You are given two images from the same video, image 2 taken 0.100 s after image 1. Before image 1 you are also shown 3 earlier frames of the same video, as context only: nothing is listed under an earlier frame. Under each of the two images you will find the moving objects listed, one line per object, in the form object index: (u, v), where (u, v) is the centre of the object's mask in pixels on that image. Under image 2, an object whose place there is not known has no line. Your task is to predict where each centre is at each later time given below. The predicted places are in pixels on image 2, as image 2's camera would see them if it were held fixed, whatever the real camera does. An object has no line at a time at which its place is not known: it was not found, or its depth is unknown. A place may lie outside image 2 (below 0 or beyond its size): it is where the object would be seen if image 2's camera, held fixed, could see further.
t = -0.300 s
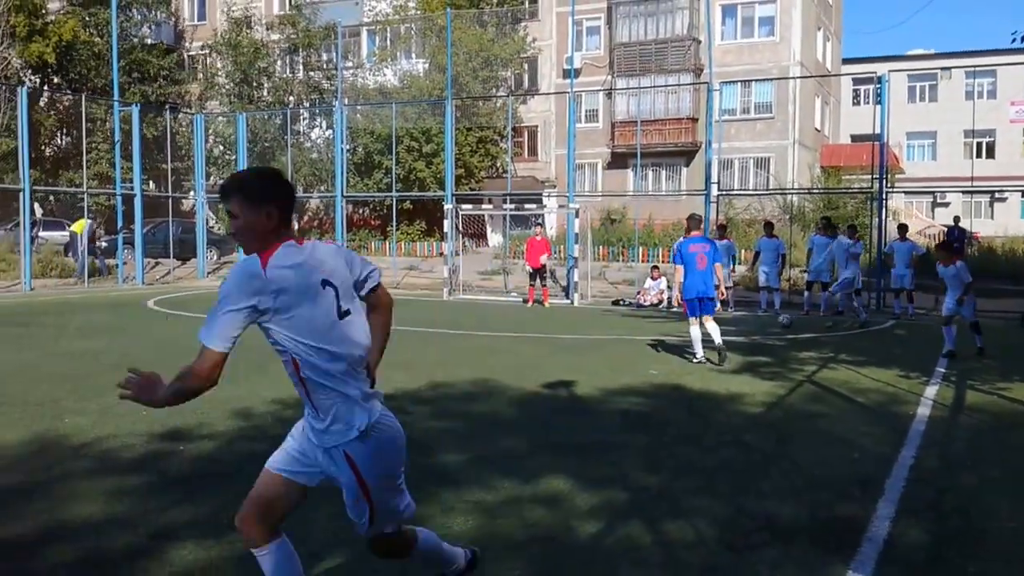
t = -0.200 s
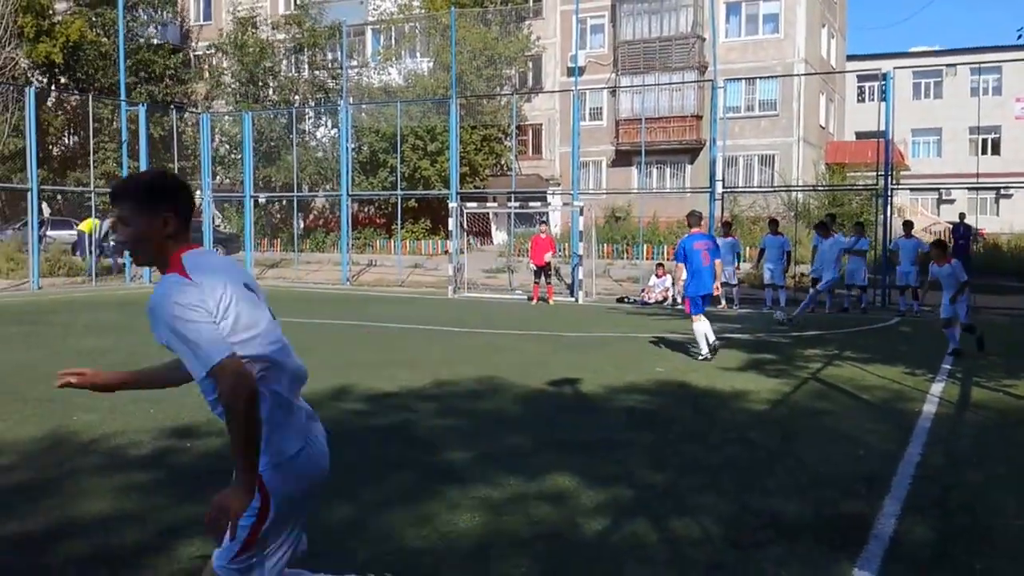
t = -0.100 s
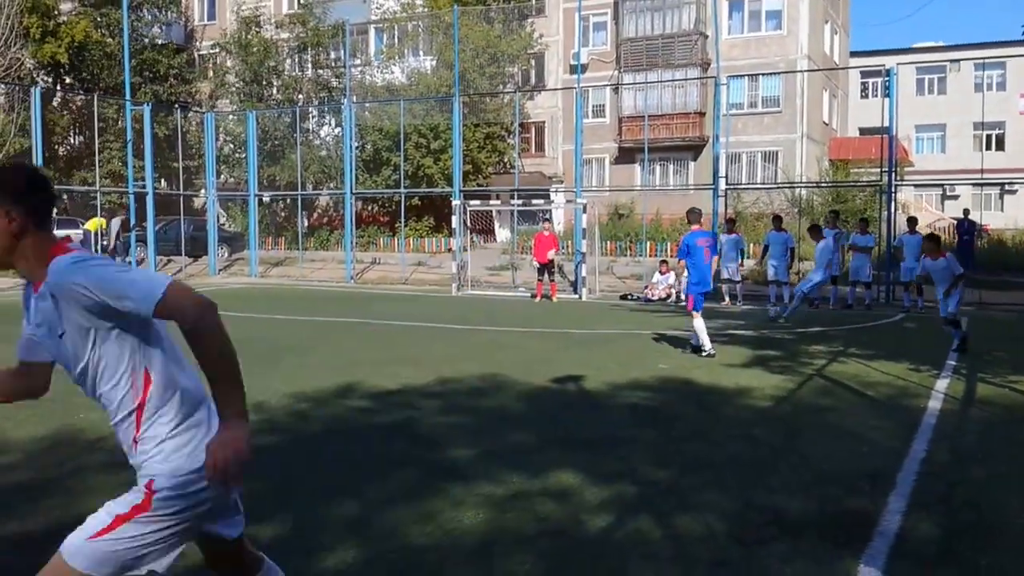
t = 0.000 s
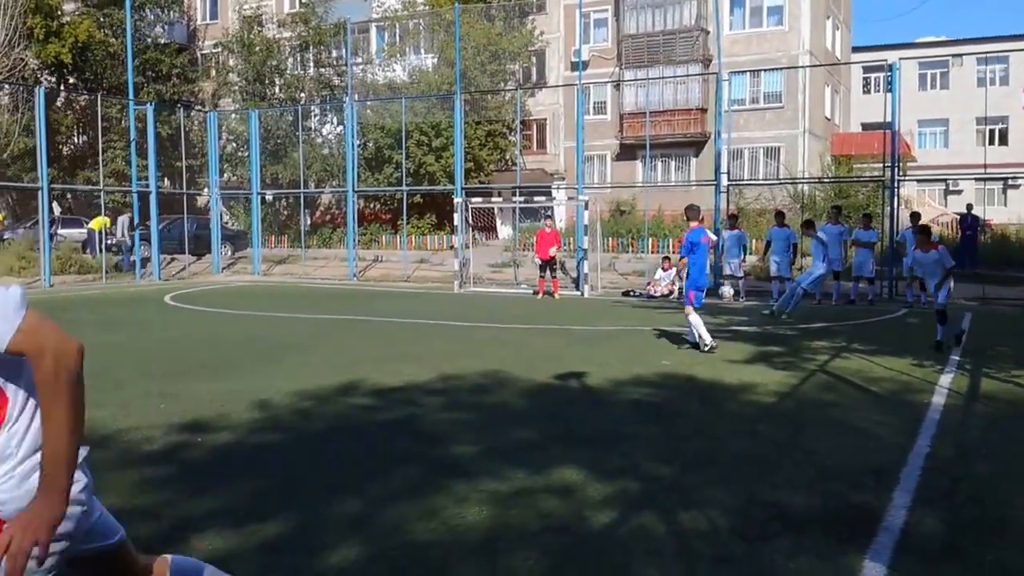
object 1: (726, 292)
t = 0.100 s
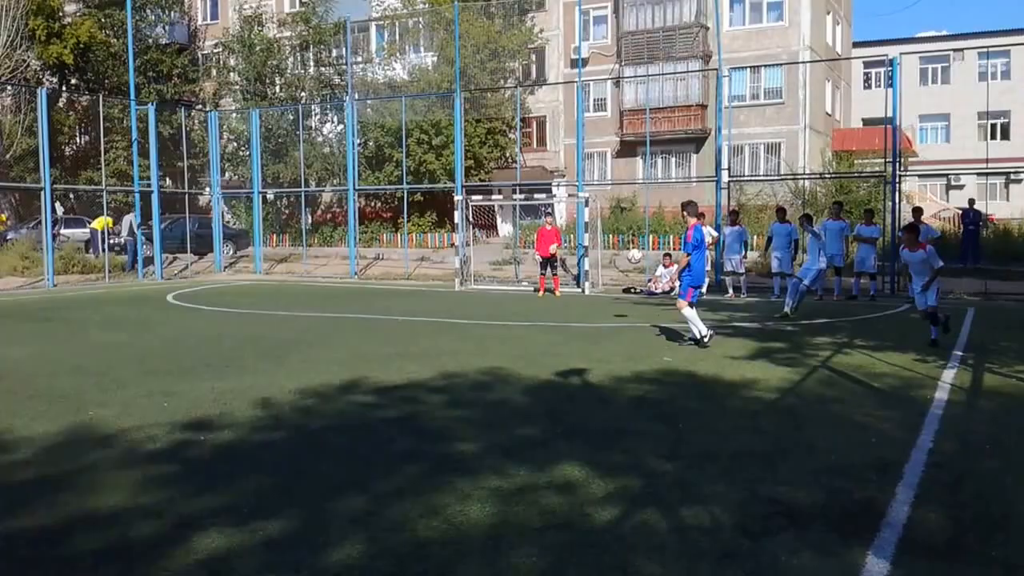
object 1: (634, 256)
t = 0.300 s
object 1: (399, 184)
